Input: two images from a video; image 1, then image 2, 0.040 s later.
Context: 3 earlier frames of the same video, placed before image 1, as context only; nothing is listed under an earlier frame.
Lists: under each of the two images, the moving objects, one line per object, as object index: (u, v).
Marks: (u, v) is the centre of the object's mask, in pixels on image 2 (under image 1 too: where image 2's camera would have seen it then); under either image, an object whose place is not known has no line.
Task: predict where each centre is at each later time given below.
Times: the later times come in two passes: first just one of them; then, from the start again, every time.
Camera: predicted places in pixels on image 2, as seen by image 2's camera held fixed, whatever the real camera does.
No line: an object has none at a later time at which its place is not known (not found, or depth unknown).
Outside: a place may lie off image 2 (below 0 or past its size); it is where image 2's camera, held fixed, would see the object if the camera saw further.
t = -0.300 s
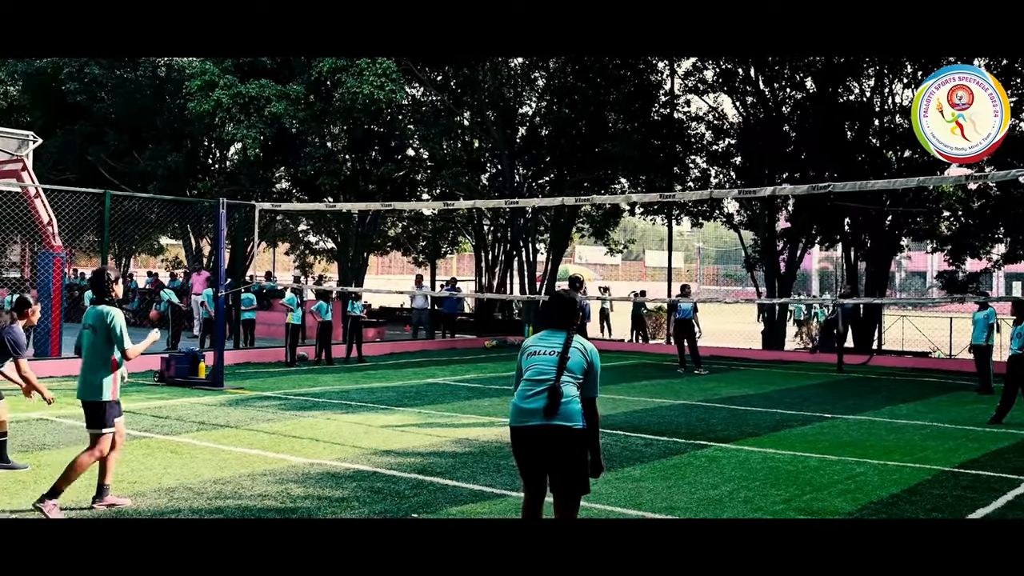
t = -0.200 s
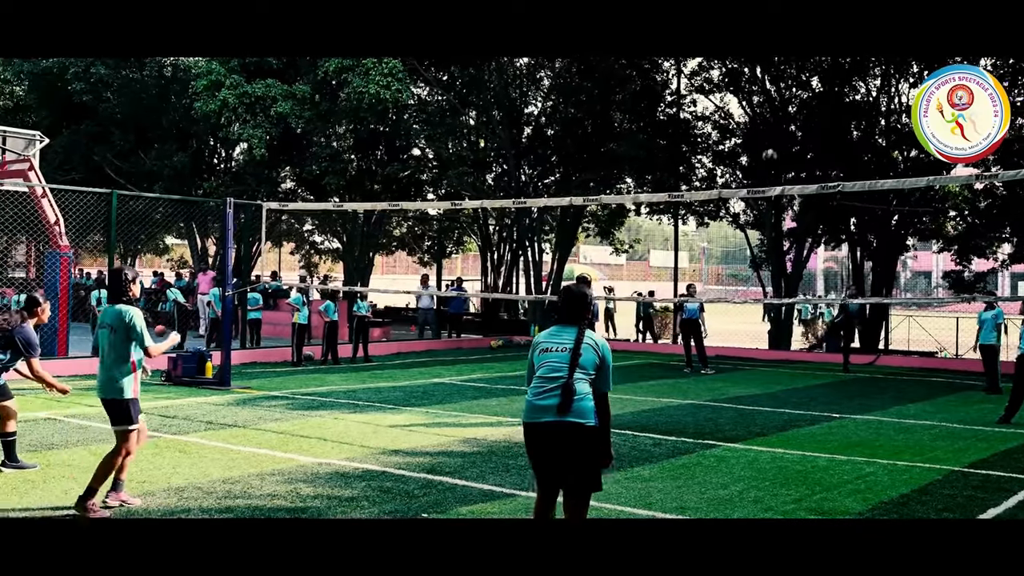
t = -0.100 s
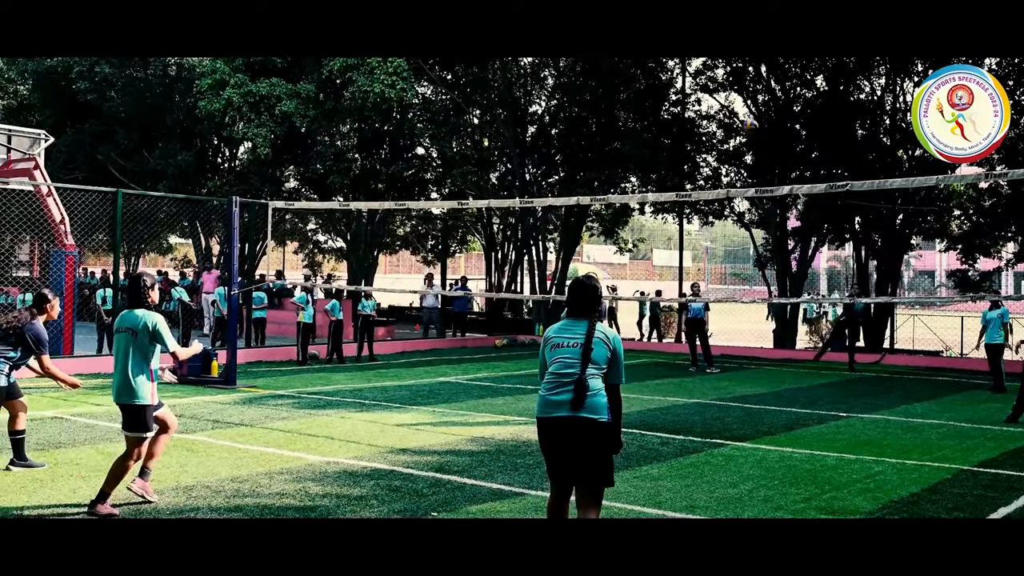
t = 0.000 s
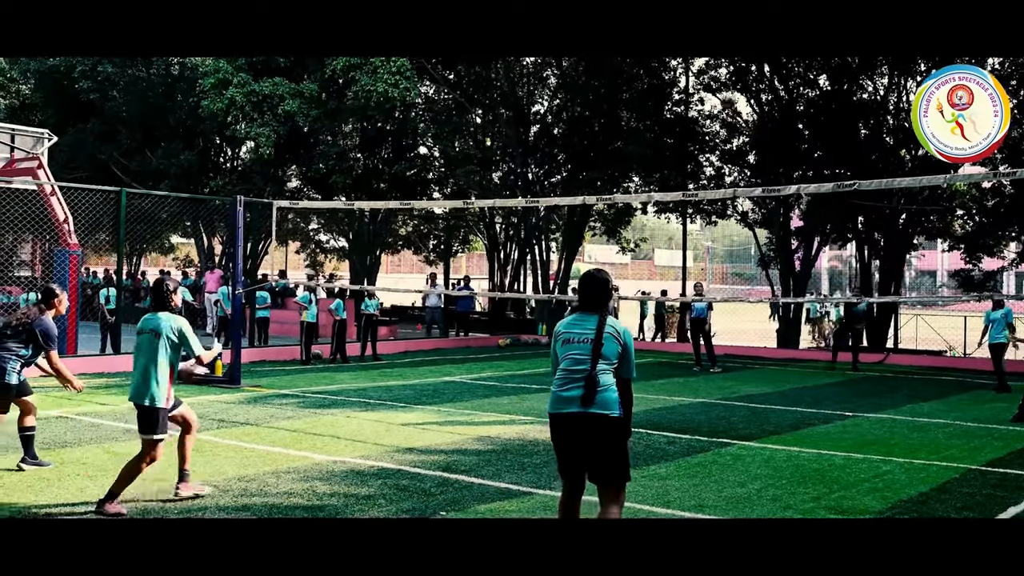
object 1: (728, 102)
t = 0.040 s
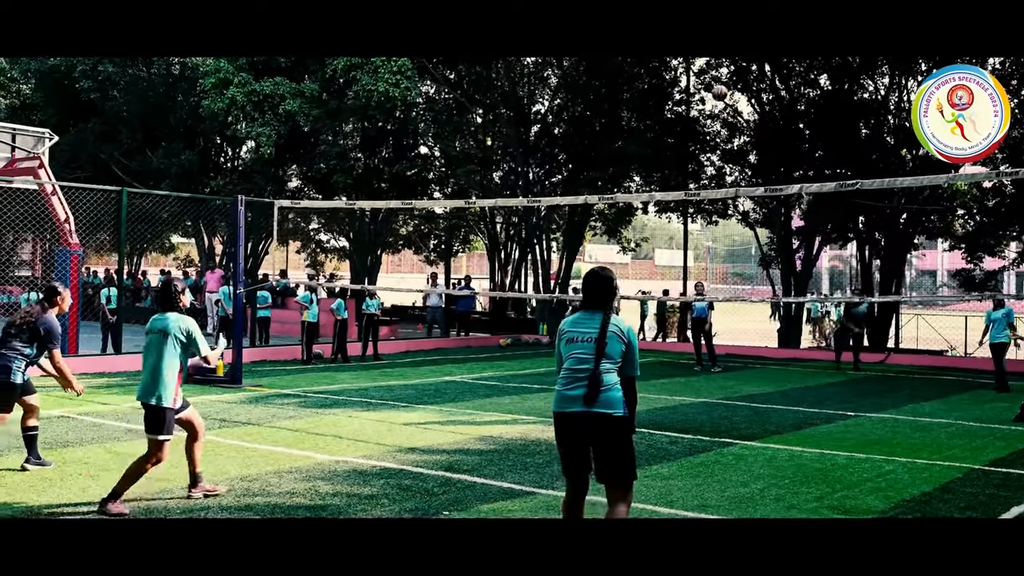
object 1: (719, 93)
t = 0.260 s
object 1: (655, 65)
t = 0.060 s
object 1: (715, 90)
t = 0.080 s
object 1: (710, 86)
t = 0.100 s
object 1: (701, 82)
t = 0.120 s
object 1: (697, 78)
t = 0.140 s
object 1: (692, 76)
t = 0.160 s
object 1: (686, 73)
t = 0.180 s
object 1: (681, 71)
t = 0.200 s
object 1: (670, 69)
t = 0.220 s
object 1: (666, 66)
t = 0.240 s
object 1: (660, 66)
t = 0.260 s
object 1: (655, 65)
